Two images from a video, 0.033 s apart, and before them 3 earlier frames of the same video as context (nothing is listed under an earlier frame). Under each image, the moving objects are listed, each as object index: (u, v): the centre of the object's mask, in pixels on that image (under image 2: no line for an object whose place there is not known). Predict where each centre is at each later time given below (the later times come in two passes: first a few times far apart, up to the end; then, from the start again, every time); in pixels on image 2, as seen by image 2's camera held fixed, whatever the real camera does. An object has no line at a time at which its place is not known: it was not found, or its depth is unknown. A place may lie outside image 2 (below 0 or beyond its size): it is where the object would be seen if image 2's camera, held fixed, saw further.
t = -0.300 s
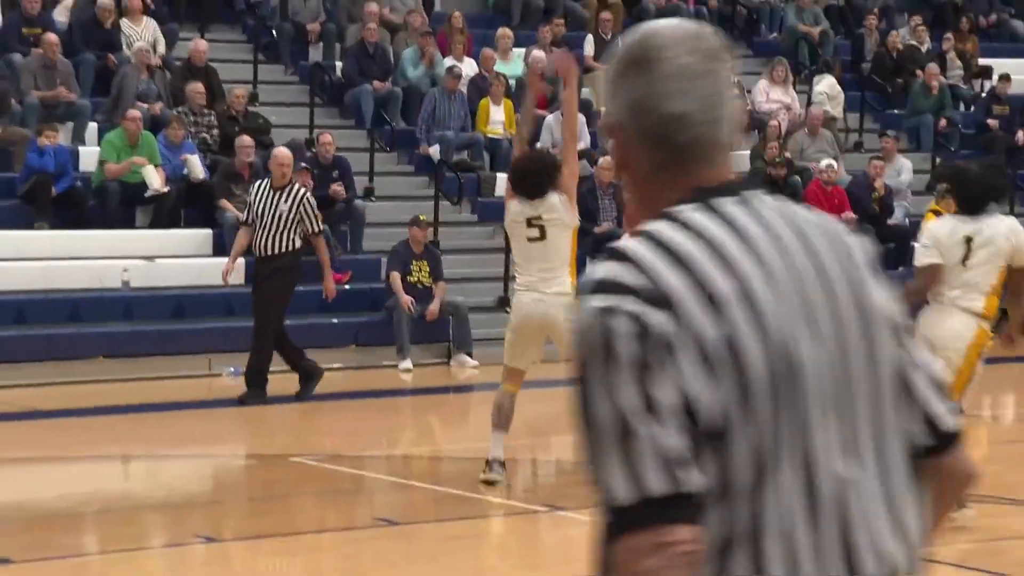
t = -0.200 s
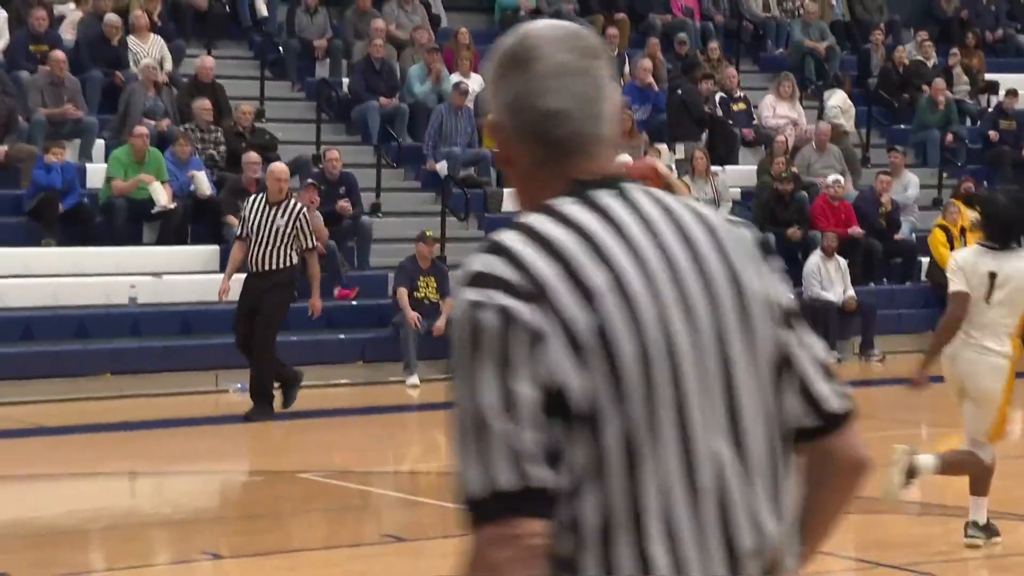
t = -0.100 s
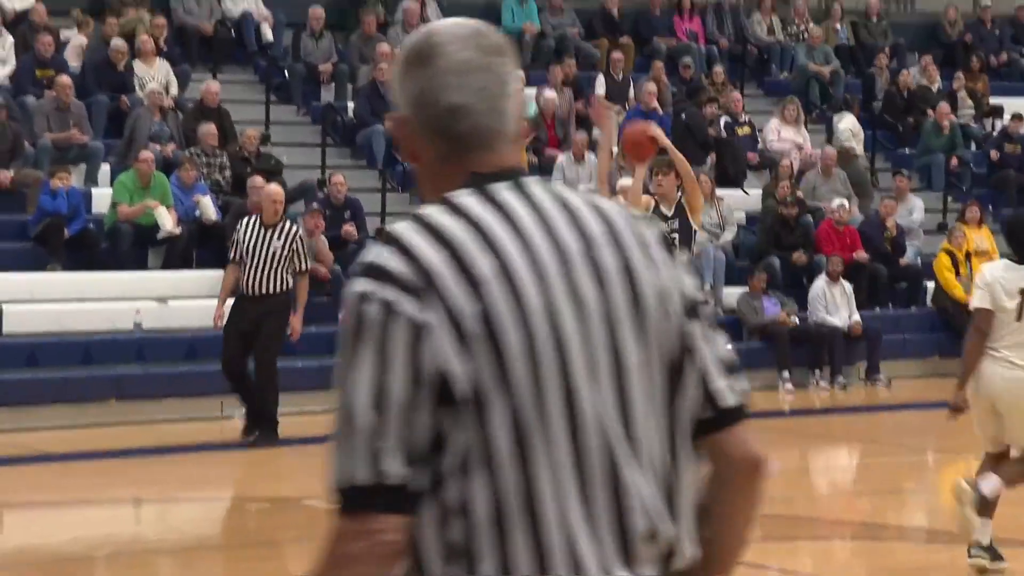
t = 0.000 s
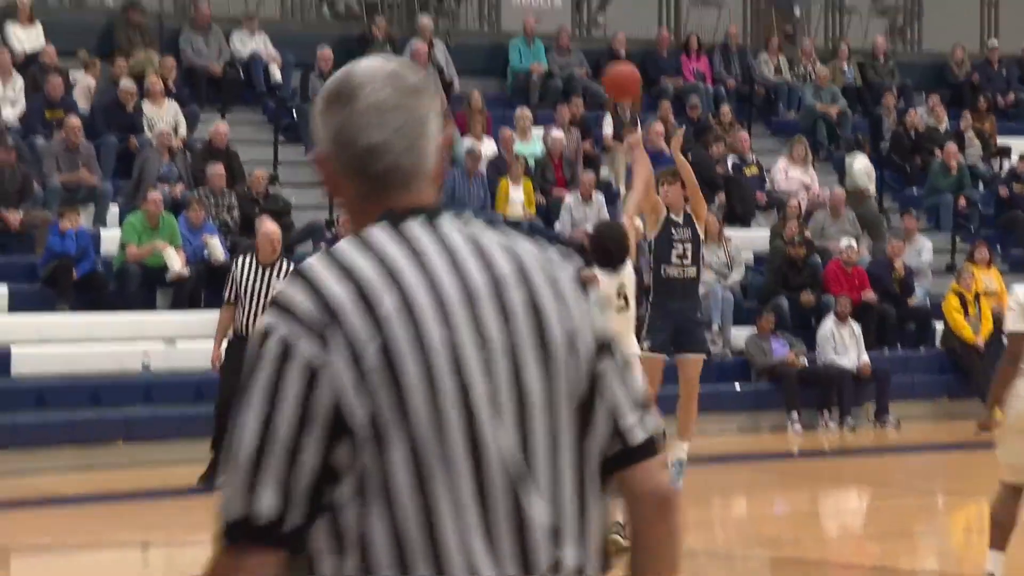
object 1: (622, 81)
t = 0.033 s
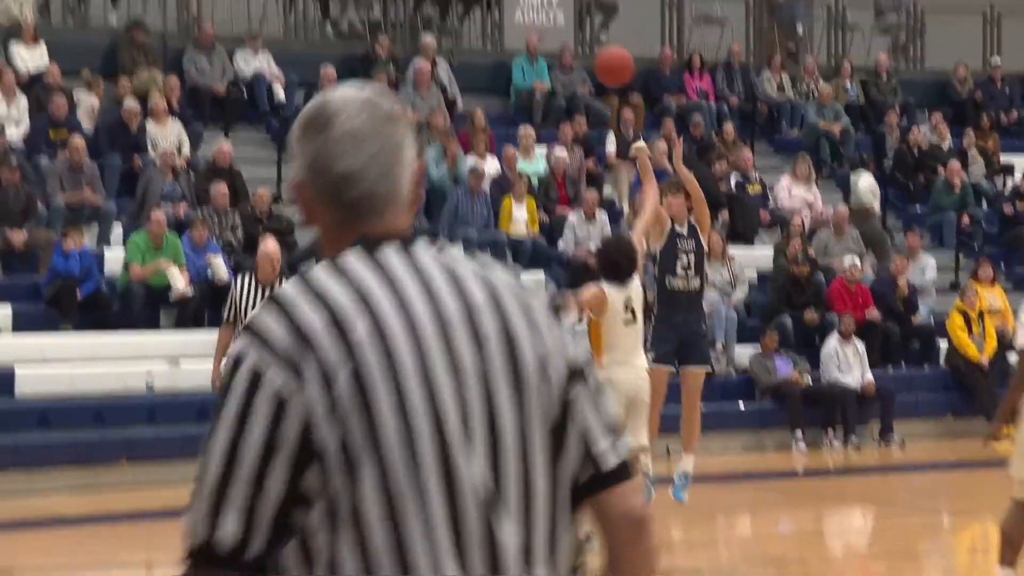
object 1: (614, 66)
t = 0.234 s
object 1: (545, -116)
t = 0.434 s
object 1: (458, -257)
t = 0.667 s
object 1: (337, -347)
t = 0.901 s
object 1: (184, -322)
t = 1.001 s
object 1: (109, -261)
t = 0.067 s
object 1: (602, 33)
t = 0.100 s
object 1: (592, 2)
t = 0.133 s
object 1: (580, -29)
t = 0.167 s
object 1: (569, -59)
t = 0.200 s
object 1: (557, -88)
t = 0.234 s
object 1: (545, -116)
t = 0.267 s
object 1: (531, -142)
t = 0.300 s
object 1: (517, -168)
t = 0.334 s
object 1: (503, -193)
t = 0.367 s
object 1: (487, -216)
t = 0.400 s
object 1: (472, -237)
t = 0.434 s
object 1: (458, -257)
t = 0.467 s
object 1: (443, -275)
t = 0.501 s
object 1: (426, -291)
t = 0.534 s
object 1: (409, -306)
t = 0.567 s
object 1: (391, -319)
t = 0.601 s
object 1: (373, -330)
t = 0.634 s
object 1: (355, -340)
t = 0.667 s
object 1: (337, -347)
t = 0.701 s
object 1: (317, -353)
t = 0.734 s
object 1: (297, -357)
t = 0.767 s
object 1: (276, -357)
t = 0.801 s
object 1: (255, -353)
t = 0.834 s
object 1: (232, -346)
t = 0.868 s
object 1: (209, -335)
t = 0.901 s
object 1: (184, -322)
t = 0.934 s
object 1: (161, -306)
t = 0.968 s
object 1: (135, -285)
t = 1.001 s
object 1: (109, -261)
